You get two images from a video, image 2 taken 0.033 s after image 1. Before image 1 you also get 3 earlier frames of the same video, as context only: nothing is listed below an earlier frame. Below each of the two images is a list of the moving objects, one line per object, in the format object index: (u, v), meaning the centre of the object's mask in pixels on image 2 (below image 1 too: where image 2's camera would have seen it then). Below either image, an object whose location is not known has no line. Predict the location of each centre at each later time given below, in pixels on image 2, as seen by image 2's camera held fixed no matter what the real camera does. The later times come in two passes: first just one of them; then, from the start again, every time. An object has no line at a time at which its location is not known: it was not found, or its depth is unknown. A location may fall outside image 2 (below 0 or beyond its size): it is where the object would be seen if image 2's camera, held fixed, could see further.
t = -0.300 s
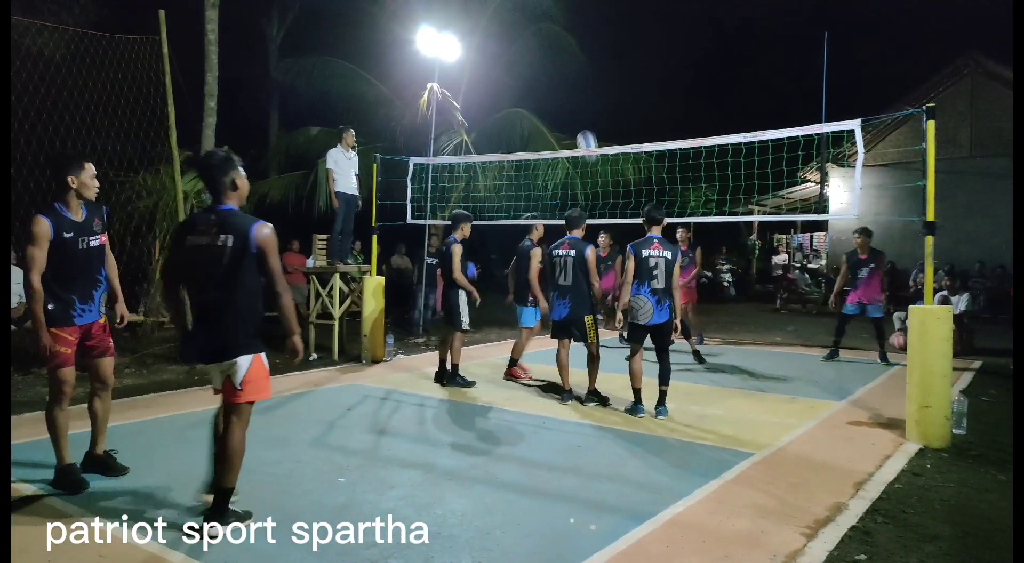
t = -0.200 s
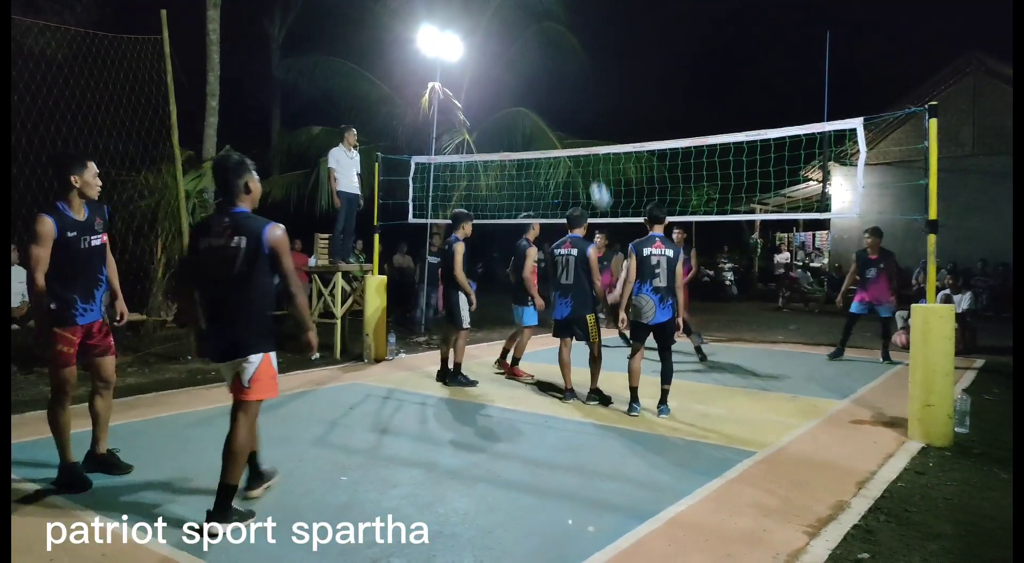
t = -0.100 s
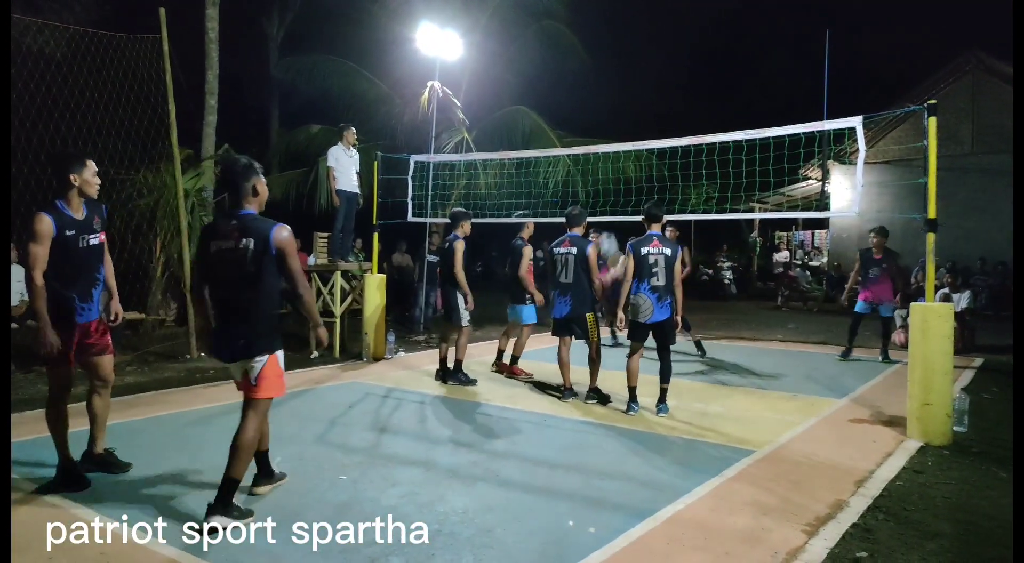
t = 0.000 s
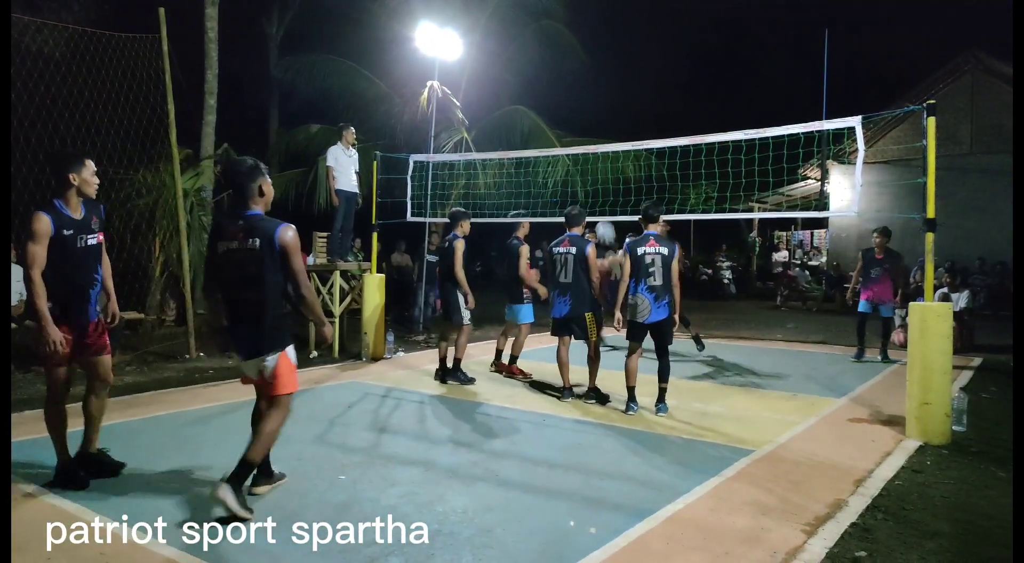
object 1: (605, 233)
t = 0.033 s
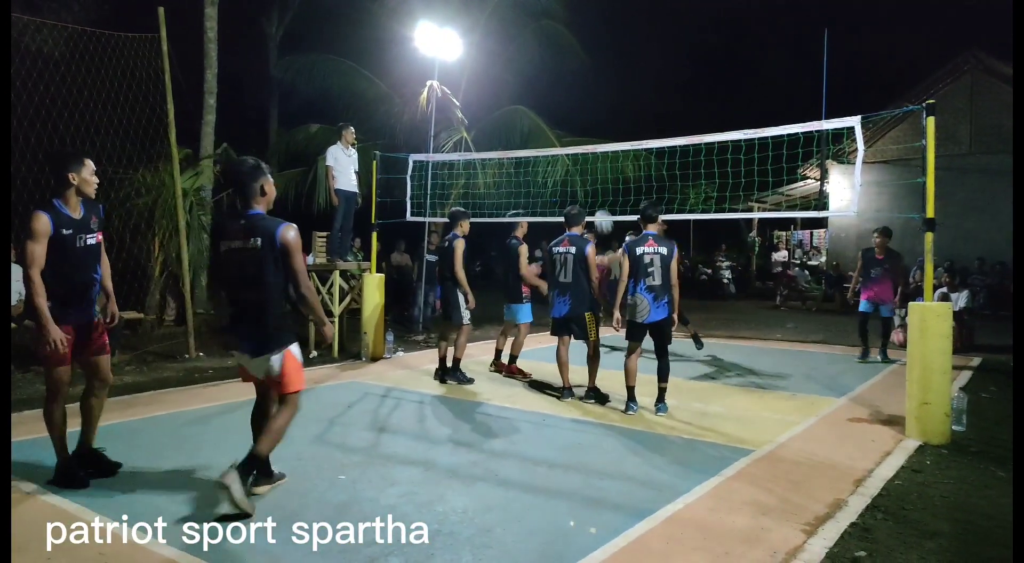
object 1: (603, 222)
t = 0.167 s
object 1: (595, 188)
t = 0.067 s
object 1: (601, 210)
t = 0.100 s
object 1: (599, 203)
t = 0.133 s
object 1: (597, 196)
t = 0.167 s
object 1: (595, 188)
